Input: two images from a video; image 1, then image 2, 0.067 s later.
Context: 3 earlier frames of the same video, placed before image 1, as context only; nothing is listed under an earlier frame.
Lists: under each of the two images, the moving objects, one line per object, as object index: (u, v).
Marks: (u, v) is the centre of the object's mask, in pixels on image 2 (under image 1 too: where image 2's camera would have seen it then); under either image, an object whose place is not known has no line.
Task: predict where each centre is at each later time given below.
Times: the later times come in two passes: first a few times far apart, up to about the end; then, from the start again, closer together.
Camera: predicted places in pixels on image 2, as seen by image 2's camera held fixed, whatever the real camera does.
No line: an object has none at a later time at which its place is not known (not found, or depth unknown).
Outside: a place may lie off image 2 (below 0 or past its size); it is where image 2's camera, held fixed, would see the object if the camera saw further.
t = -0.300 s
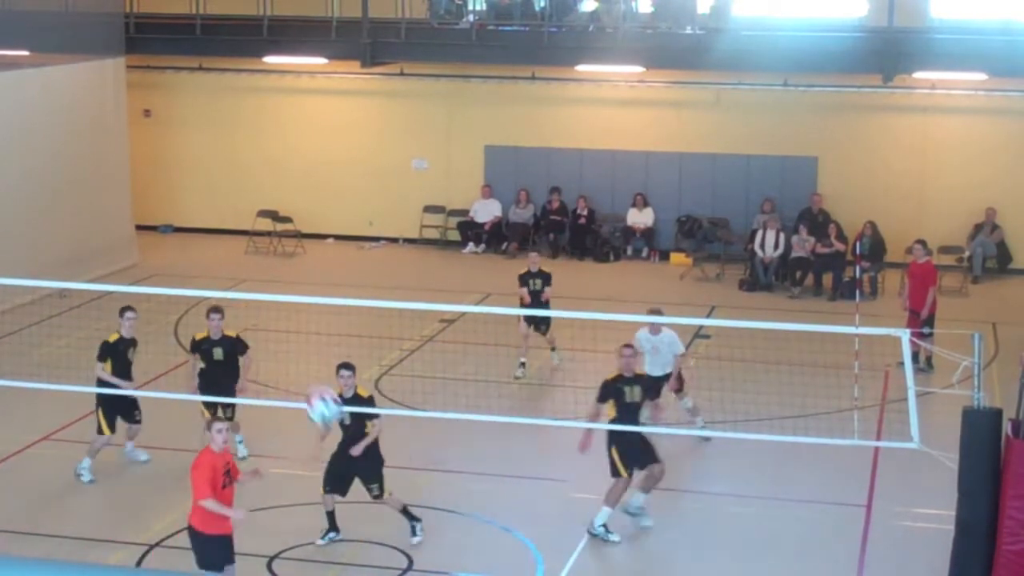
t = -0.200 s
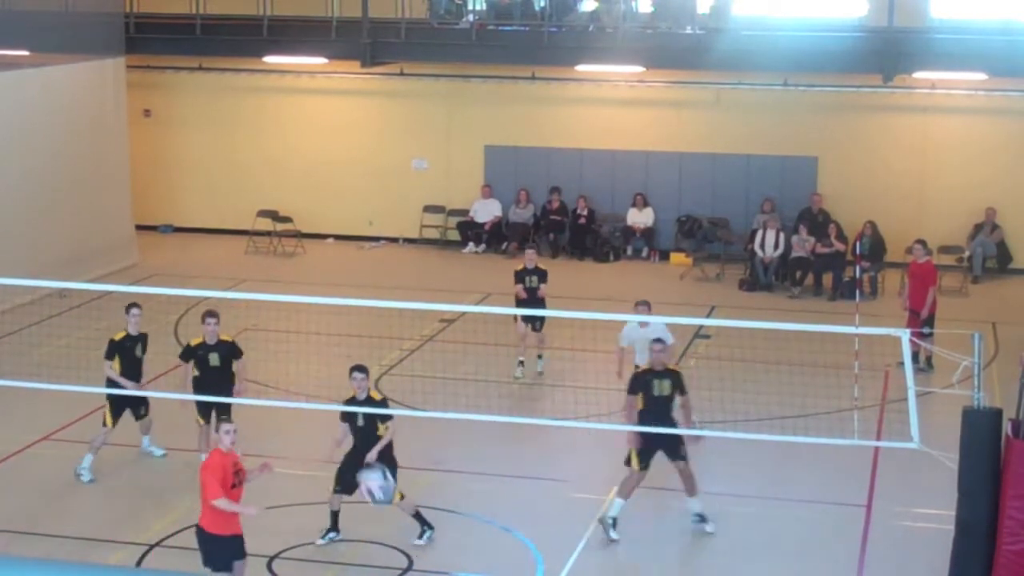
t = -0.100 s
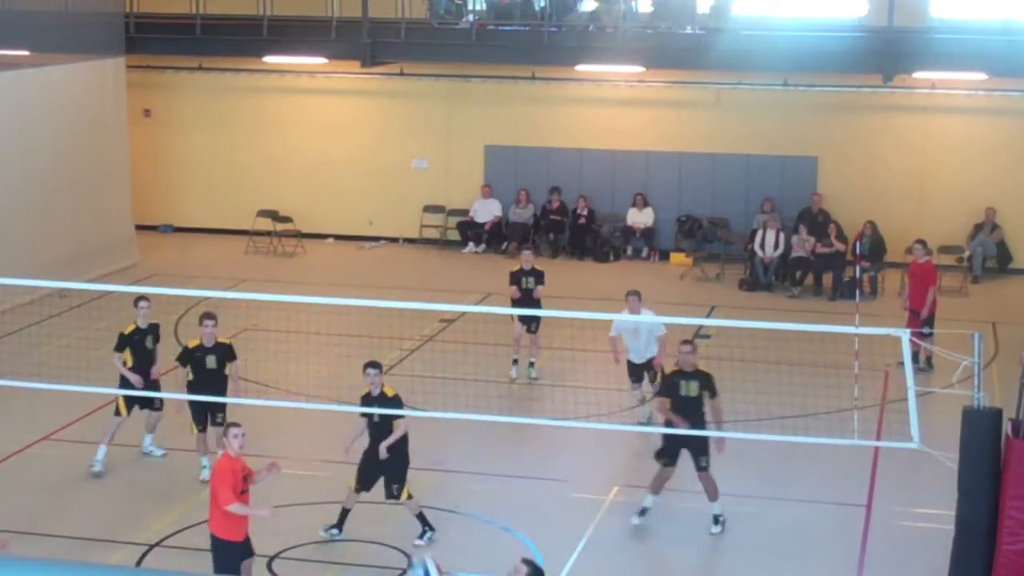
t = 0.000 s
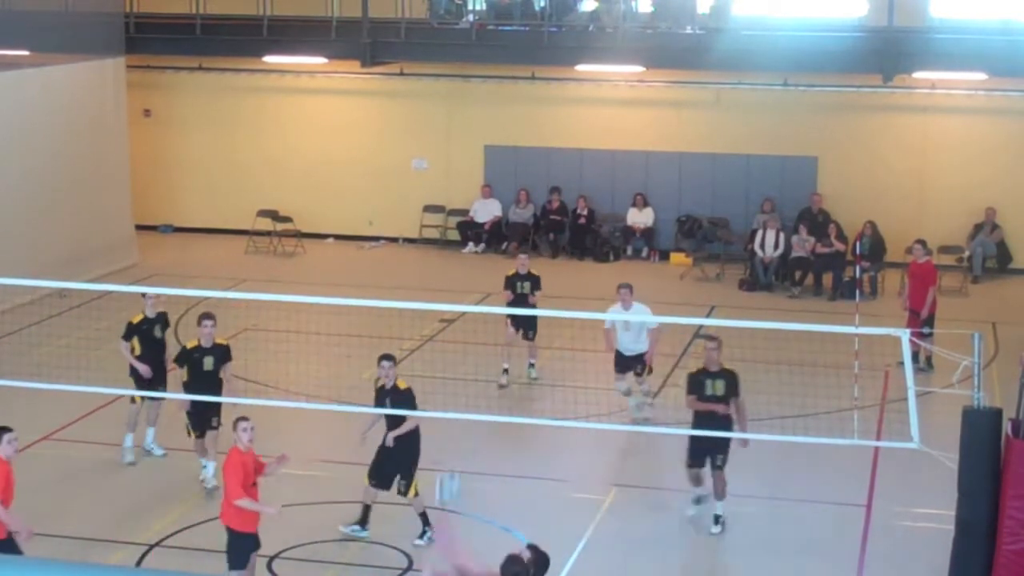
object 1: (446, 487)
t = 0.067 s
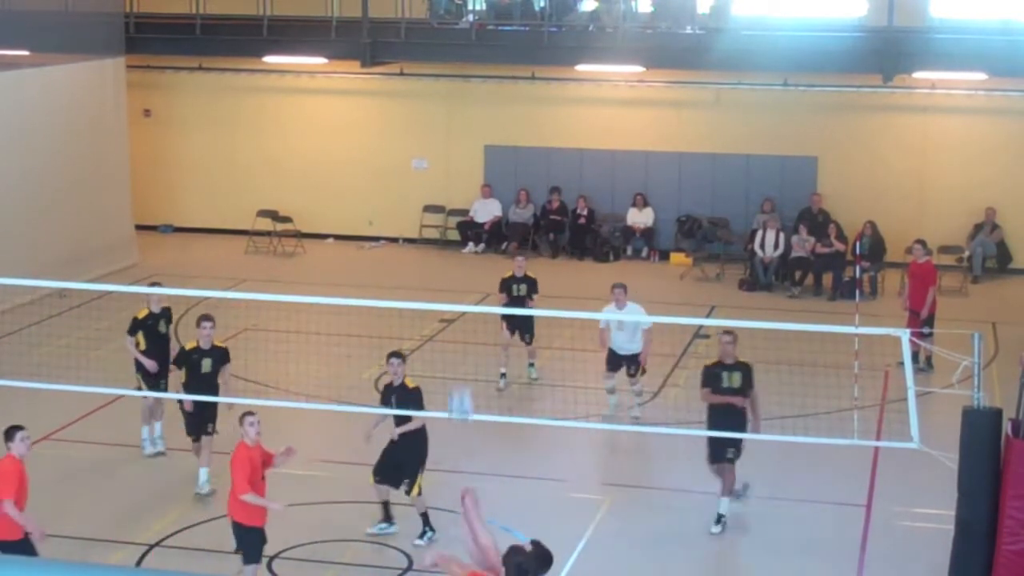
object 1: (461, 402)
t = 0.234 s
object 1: (487, 248)
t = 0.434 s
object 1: (512, 143)
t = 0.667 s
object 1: (537, 103)
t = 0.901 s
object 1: (556, 130)
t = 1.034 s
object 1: (565, 167)
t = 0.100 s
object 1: (467, 365)
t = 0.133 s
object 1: (472, 334)
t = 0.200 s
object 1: (481, 273)
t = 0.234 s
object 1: (487, 248)
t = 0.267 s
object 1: (492, 226)
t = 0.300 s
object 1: (496, 203)
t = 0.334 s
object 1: (501, 184)
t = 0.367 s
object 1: (504, 169)
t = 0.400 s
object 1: (508, 155)
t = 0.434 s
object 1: (512, 143)
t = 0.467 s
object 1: (517, 132)
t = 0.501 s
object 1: (520, 123)
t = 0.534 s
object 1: (523, 117)
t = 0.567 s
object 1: (528, 111)
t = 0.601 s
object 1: (531, 107)
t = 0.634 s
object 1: (533, 104)
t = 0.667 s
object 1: (537, 103)
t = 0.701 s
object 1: (539, 103)
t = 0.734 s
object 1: (542, 105)
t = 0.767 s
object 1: (545, 108)
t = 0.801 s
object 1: (548, 112)
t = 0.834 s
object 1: (550, 116)
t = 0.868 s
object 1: (553, 123)
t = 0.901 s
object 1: (556, 130)
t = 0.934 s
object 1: (558, 138)
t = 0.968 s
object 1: (559, 147)
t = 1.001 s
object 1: (562, 156)
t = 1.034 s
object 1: (565, 167)
